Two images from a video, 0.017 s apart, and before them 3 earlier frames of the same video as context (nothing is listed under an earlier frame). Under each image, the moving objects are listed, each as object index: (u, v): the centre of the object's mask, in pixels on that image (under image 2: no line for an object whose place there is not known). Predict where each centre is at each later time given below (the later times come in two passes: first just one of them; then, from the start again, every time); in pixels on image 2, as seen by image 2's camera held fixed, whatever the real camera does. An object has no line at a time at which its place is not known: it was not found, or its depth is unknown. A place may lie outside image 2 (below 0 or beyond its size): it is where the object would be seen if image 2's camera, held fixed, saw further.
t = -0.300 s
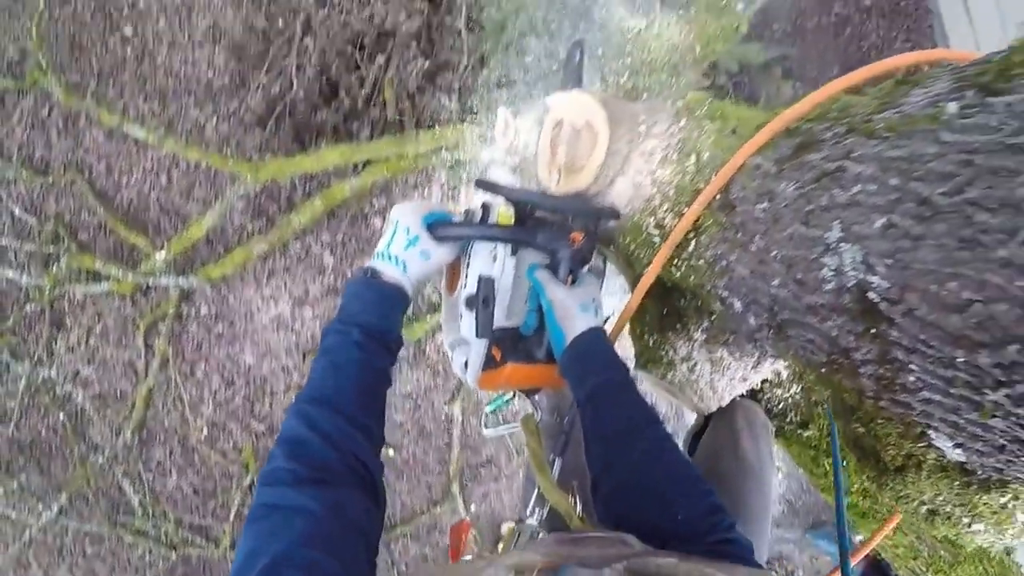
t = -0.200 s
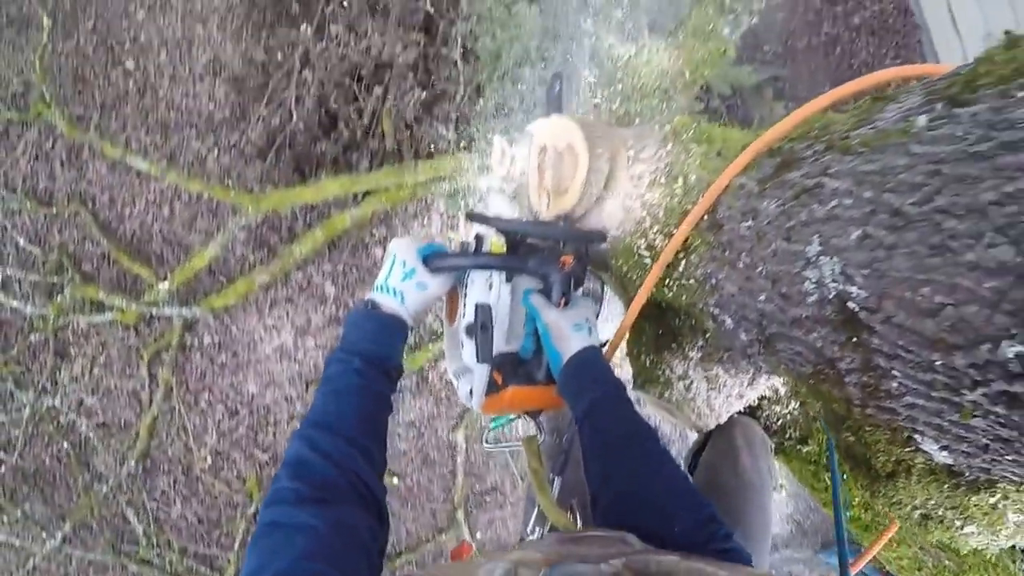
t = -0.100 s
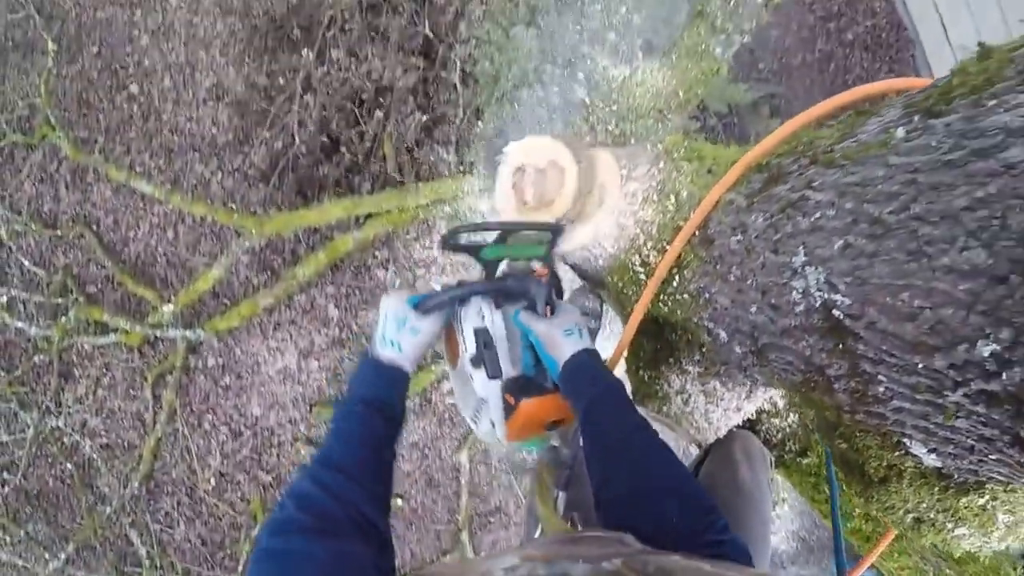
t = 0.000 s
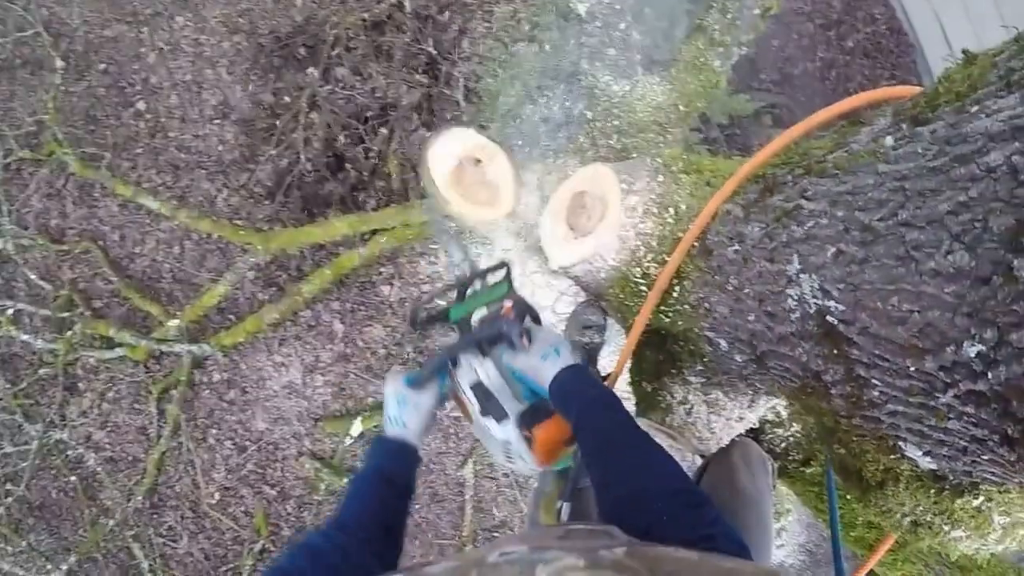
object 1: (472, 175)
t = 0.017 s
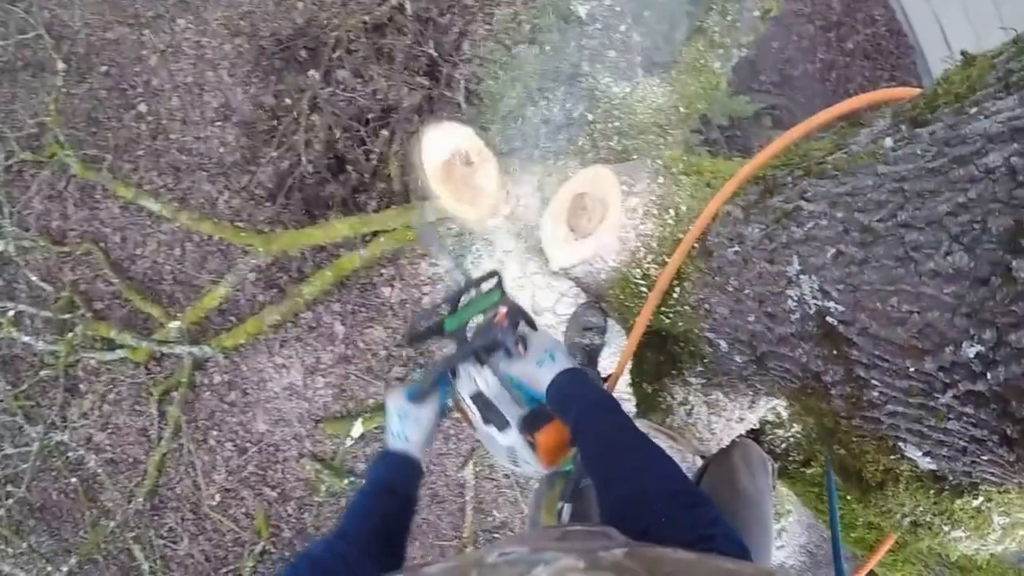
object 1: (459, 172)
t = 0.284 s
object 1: (383, 144)
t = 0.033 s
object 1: (446, 163)
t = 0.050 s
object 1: (438, 156)
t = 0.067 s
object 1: (431, 147)
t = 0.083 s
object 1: (427, 144)
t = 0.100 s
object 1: (422, 141)
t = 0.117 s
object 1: (416, 140)
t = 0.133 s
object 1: (413, 142)
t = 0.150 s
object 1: (407, 139)
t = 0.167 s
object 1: (405, 140)
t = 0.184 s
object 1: (400, 141)
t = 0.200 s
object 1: (396, 141)
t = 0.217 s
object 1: (394, 142)
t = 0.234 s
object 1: (390, 142)
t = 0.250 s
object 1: (388, 143)
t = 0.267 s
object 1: (385, 143)
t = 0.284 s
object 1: (383, 144)
